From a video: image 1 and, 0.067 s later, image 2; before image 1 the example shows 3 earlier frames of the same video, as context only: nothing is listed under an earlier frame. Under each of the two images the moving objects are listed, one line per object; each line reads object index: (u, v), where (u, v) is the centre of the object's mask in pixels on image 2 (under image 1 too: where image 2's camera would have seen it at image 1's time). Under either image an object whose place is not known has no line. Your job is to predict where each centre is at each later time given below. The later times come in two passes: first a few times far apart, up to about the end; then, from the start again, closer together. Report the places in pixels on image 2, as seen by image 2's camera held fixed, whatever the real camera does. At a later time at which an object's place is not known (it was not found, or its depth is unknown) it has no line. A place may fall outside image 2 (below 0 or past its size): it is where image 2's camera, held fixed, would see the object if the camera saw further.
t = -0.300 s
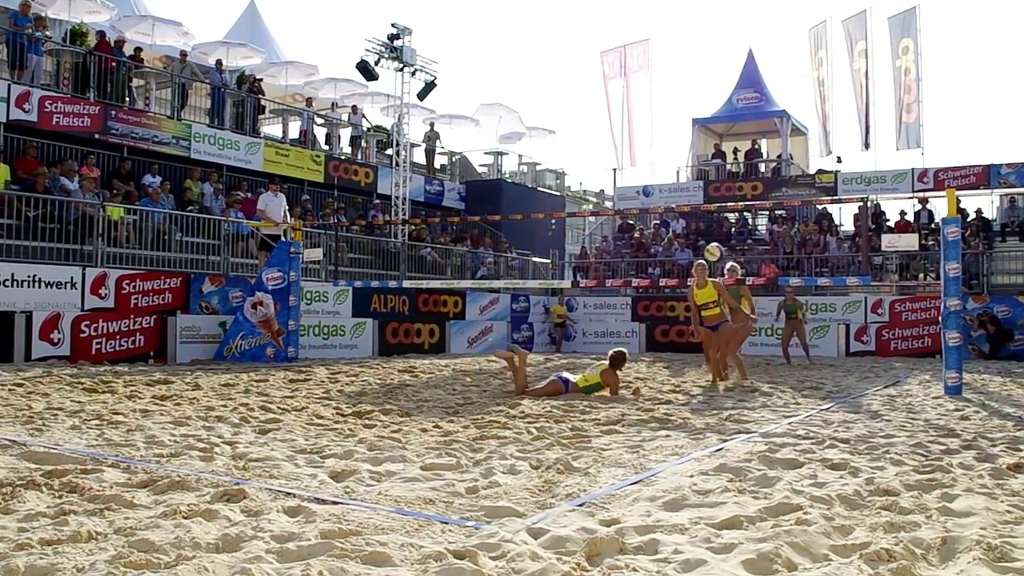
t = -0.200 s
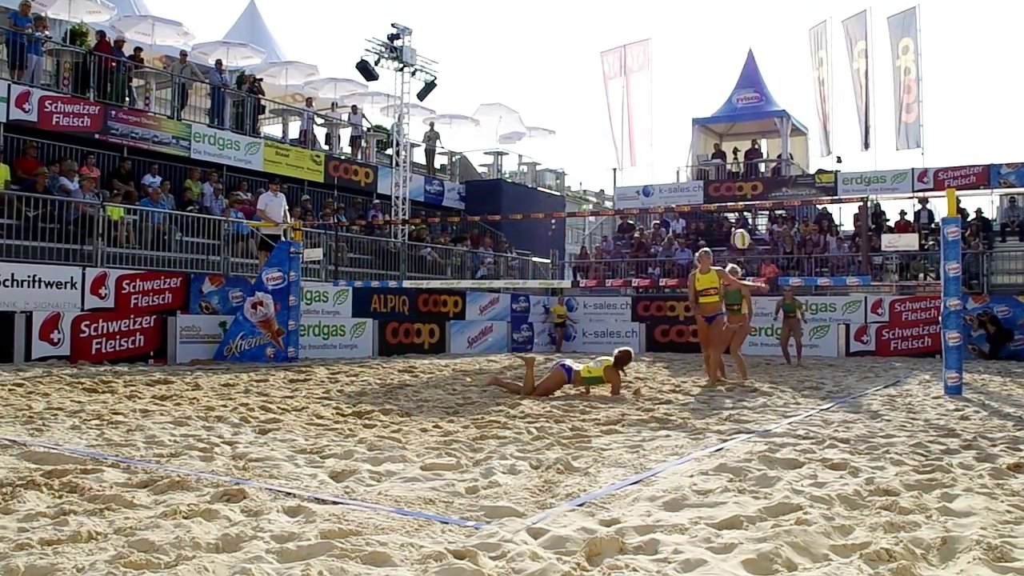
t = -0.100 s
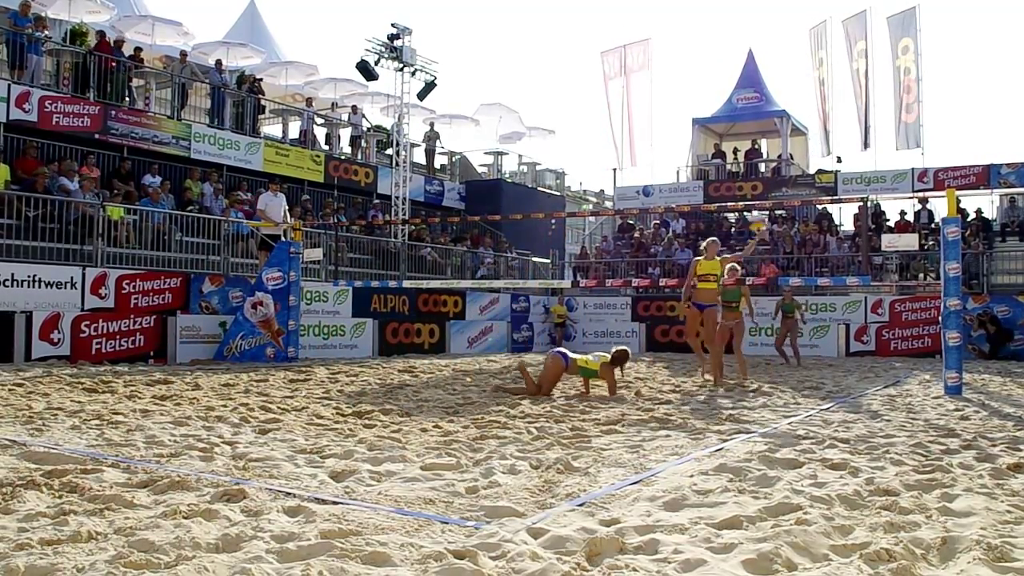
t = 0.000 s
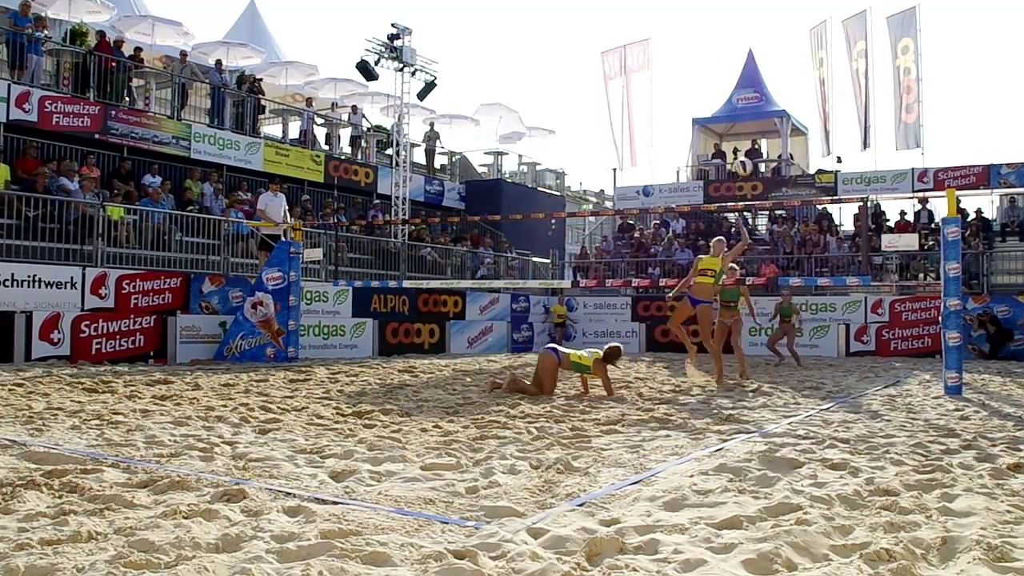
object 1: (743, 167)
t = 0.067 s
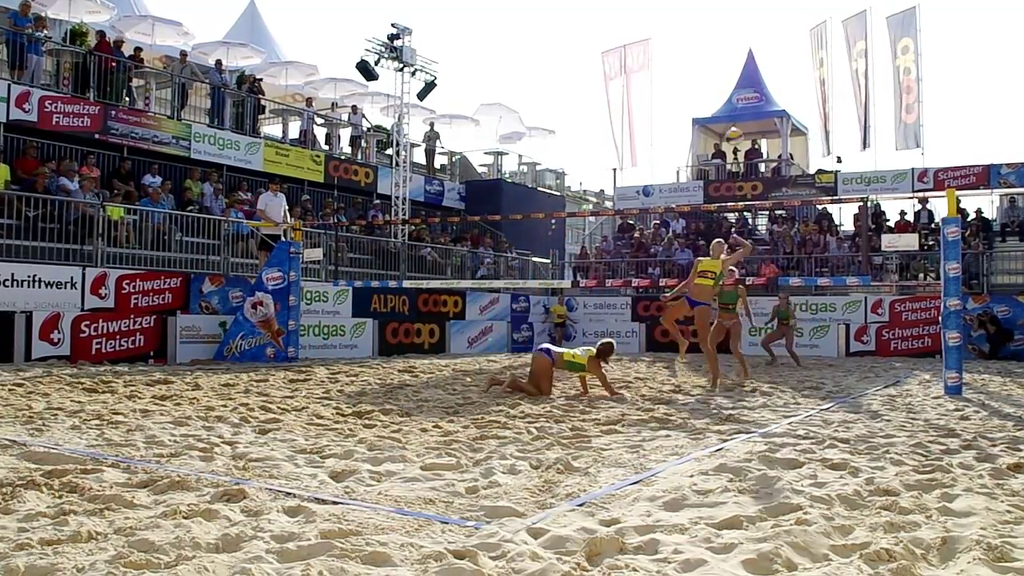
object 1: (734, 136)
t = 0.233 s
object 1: (714, 84)
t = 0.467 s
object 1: (690, 52)
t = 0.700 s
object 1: (669, 59)
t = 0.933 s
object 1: (651, 100)
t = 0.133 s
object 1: (726, 111)
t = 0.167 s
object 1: (722, 102)
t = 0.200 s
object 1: (718, 92)
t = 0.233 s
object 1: (714, 84)
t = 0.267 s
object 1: (710, 76)
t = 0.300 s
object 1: (707, 70)
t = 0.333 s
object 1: (703, 65)
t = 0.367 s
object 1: (700, 60)
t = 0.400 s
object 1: (696, 56)
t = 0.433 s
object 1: (693, 54)
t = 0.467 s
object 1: (690, 52)
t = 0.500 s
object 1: (687, 51)
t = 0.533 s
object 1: (684, 50)
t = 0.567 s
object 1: (681, 51)
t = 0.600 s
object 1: (678, 52)
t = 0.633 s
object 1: (675, 54)
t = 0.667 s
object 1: (672, 56)
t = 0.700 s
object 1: (669, 59)
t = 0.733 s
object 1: (666, 63)
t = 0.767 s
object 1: (664, 68)
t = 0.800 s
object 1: (661, 73)
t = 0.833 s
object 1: (658, 79)
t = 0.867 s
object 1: (656, 85)
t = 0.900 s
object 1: (654, 92)
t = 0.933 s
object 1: (651, 100)
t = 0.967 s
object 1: (649, 108)
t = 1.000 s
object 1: (647, 116)
